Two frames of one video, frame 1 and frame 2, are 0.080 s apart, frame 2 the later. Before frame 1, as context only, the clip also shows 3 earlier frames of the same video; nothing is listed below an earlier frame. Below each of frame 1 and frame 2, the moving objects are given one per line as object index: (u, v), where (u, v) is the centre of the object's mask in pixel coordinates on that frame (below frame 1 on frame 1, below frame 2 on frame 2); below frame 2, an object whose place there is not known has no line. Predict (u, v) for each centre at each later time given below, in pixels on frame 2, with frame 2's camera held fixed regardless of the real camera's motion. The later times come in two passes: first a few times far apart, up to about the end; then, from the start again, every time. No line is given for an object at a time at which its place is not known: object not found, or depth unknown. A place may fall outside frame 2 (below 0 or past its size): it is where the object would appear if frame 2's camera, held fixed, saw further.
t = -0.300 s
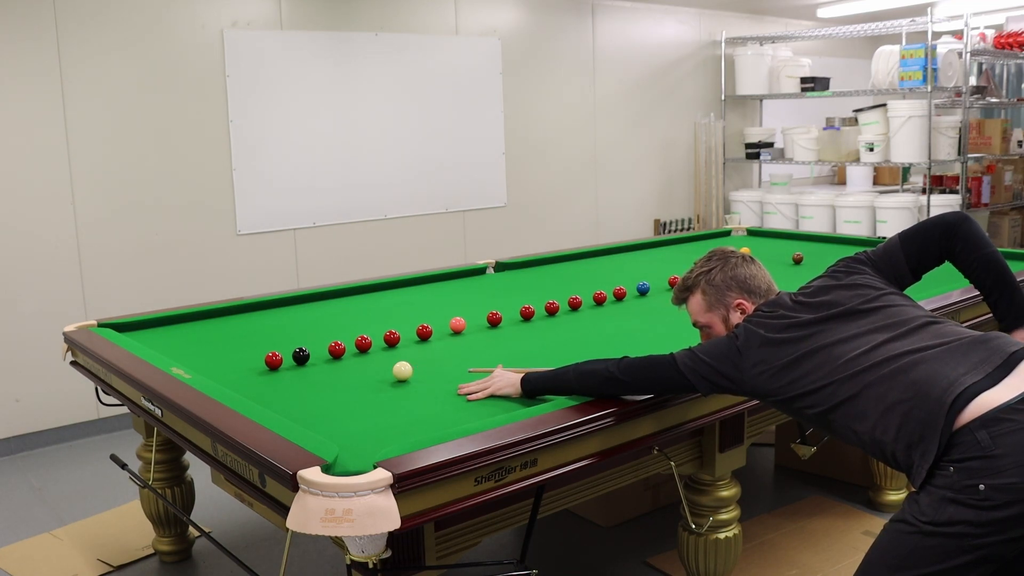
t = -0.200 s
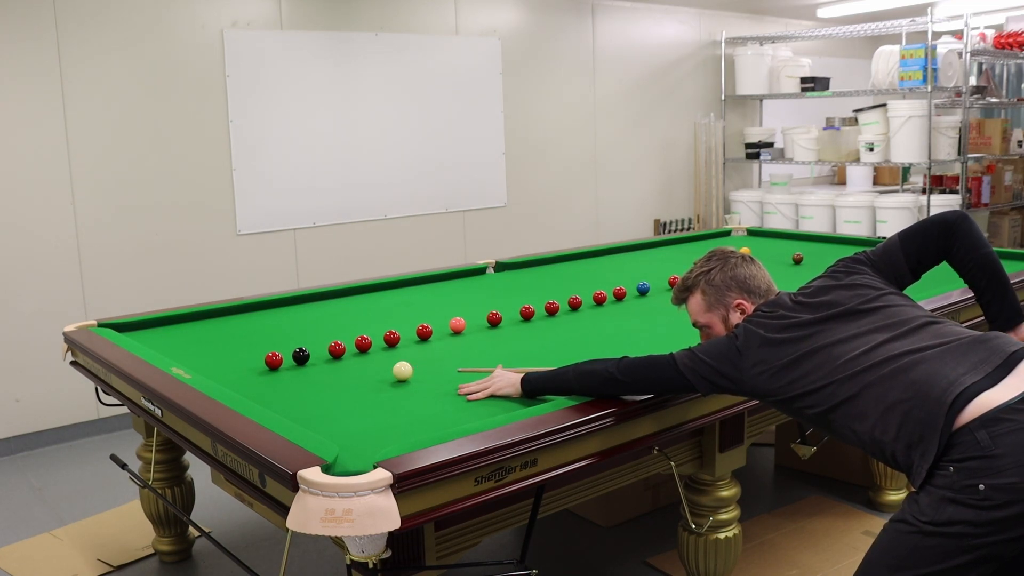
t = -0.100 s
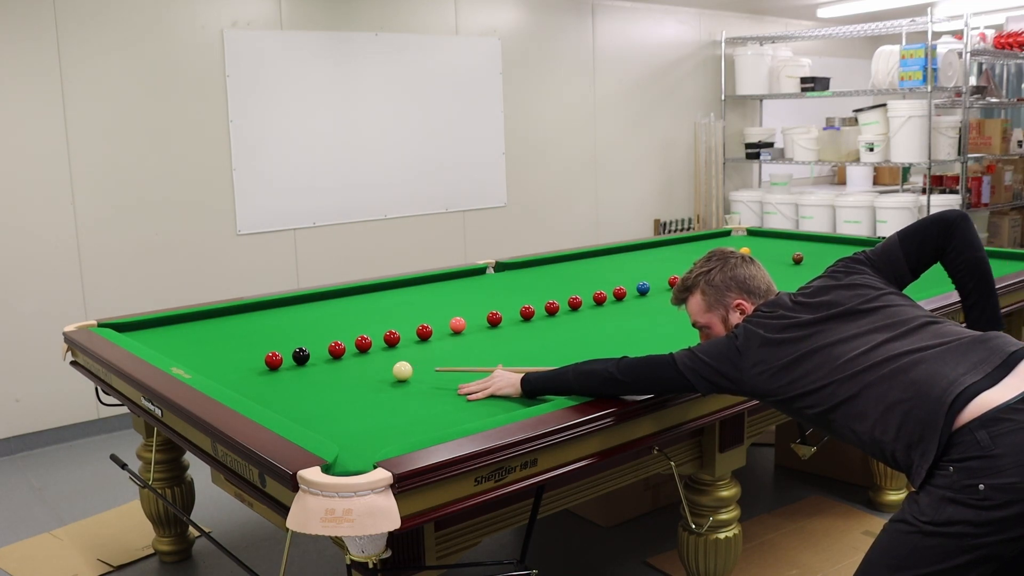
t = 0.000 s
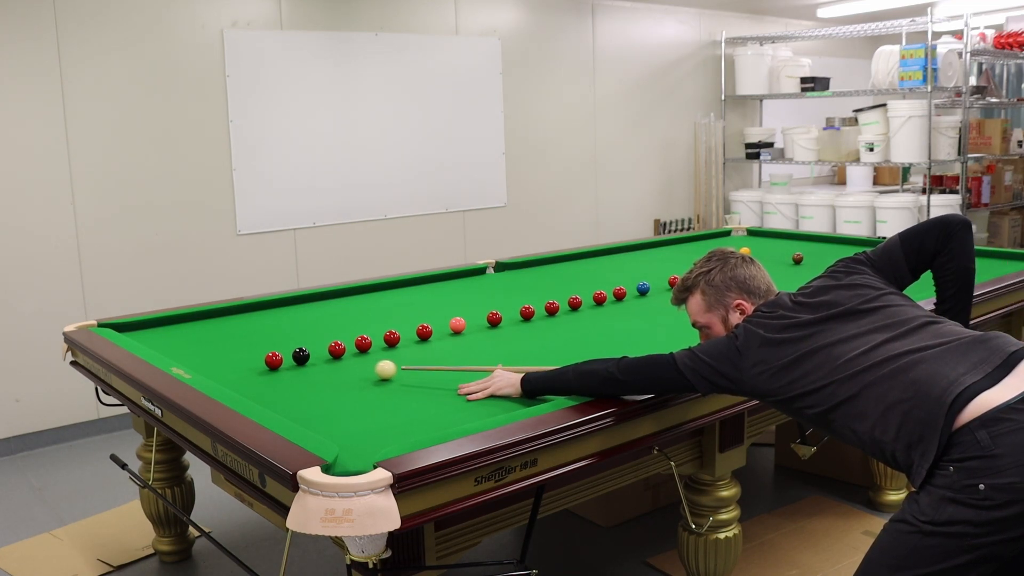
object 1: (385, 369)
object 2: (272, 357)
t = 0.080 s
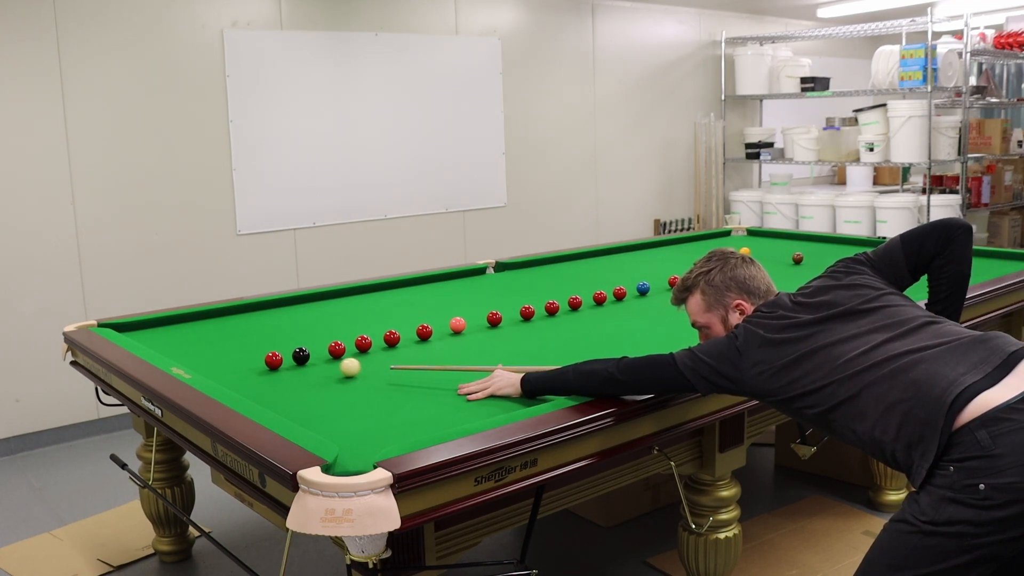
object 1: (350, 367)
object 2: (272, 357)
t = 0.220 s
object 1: (295, 363)
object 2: (272, 357)
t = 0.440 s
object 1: (257, 366)
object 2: (234, 352)
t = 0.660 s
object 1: (219, 368)
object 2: (202, 346)
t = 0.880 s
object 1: (199, 367)
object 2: (174, 340)
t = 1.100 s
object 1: (210, 363)
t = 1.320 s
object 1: (220, 359)
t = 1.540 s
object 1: (229, 354)
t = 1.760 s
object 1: (236, 351)
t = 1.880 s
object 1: (240, 349)
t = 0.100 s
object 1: (342, 366)
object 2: (272, 357)
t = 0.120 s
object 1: (334, 366)
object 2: (272, 357)
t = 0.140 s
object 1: (326, 365)
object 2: (272, 357)
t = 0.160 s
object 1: (318, 365)
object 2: (272, 357)
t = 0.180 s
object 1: (311, 364)
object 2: (272, 357)
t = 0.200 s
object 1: (303, 364)
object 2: (272, 357)
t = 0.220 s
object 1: (295, 363)
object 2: (272, 357)
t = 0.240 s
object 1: (288, 363)
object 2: (272, 357)
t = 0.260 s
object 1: (283, 363)
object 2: (269, 359)
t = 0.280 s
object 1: (281, 363)
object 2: (265, 358)
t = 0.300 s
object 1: (278, 364)
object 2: (261, 357)
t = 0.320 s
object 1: (276, 364)
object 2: (257, 357)
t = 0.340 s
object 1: (273, 365)
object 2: (253, 356)
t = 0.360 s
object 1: (270, 365)
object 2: (249, 355)
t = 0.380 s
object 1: (267, 365)
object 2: (245, 354)
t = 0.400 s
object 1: (263, 365)
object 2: (241, 354)
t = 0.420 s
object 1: (260, 366)
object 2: (238, 353)
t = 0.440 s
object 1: (257, 366)
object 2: (234, 352)
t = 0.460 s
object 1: (253, 366)
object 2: (231, 352)
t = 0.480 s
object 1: (250, 366)
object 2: (228, 351)
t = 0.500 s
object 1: (246, 367)
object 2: (225, 350)
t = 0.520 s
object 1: (243, 367)
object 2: (222, 350)
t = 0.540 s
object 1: (239, 367)
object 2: (219, 349)
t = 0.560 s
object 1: (236, 367)
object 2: (217, 349)
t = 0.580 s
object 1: (233, 367)
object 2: (214, 348)
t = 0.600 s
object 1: (229, 368)
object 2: (211, 347)
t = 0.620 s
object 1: (226, 368)
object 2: (208, 347)
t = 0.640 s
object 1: (223, 368)
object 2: (205, 346)
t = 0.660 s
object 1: (219, 368)
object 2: (202, 346)
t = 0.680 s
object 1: (216, 369)
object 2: (200, 345)
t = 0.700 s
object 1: (213, 369)
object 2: (197, 345)
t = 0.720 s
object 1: (210, 369)
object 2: (194, 344)
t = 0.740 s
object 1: (207, 369)
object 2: (192, 343)
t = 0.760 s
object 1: (204, 369)
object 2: (189, 343)
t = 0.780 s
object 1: (200, 368)
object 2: (186, 342)
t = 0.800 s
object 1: (197, 368)
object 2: (184, 342)
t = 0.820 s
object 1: (196, 368)
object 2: (181, 341)
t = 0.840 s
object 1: (197, 368)
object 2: (179, 341)
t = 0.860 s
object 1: (198, 367)
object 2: (176, 340)
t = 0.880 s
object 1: (199, 367)
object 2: (174, 340)
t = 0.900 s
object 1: (200, 367)
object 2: (171, 339)
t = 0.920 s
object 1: (201, 367)
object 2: (169, 339)
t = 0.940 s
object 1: (202, 367)
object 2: (167, 338)
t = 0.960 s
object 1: (203, 366)
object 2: (164, 338)
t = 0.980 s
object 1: (204, 366)
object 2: (162, 337)
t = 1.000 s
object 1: (205, 366)
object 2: (159, 337)
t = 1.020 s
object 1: (206, 365)
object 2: (157, 336)
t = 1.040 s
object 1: (207, 365)
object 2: (155, 336)
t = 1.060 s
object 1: (208, 364)
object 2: (153, 335)
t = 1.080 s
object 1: (209, 364)
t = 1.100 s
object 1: (210, 363)
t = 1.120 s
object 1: (211, 363)
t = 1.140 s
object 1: (212, 362)
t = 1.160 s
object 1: (213, 362)
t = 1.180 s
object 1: (214, 361)
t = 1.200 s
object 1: (215, 361)
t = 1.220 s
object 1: (216, 361)
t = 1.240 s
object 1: (217, 360)
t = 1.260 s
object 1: (217, 360)
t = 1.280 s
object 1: (218, 359)
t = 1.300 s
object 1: (219, 359)
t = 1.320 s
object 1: (220, 359)
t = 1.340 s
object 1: (221, 358)
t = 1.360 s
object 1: (222, 358)
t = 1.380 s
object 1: (222, 357)
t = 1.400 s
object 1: (223, 357)
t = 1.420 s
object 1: (224, 357)
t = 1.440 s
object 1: (225, 356)
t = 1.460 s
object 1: (226, 356)
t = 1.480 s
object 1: (227, 355)
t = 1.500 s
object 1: (227, 355)
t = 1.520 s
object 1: (228, 355)
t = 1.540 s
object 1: (229, 354)
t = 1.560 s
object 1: (230, 354)
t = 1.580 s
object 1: (230, 354)
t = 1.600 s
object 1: (231, 353)
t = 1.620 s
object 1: (232, 353)
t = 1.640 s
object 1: (232, 353)
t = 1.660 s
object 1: (233, 352)
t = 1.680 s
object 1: (234, 352)
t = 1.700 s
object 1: (234, 351)
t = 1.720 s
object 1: (235, 351)
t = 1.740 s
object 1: (236, 351)
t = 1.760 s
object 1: (236, 351)
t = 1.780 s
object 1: (237, 350)
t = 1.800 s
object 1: (238, 350)
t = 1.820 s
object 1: (238, 350)
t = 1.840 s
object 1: (239, 349)
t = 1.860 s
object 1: (239, 349)
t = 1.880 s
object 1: (240, 349)
